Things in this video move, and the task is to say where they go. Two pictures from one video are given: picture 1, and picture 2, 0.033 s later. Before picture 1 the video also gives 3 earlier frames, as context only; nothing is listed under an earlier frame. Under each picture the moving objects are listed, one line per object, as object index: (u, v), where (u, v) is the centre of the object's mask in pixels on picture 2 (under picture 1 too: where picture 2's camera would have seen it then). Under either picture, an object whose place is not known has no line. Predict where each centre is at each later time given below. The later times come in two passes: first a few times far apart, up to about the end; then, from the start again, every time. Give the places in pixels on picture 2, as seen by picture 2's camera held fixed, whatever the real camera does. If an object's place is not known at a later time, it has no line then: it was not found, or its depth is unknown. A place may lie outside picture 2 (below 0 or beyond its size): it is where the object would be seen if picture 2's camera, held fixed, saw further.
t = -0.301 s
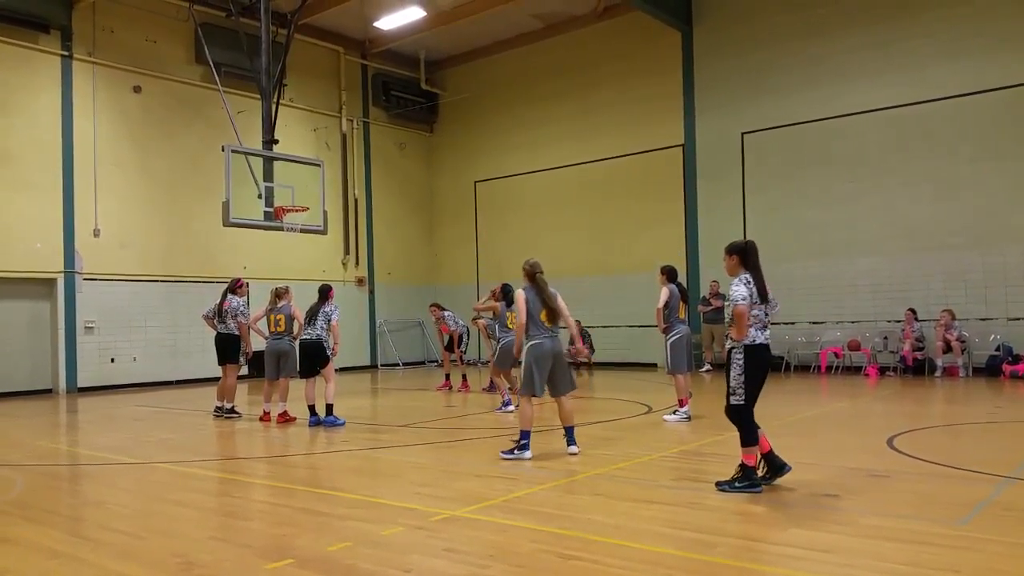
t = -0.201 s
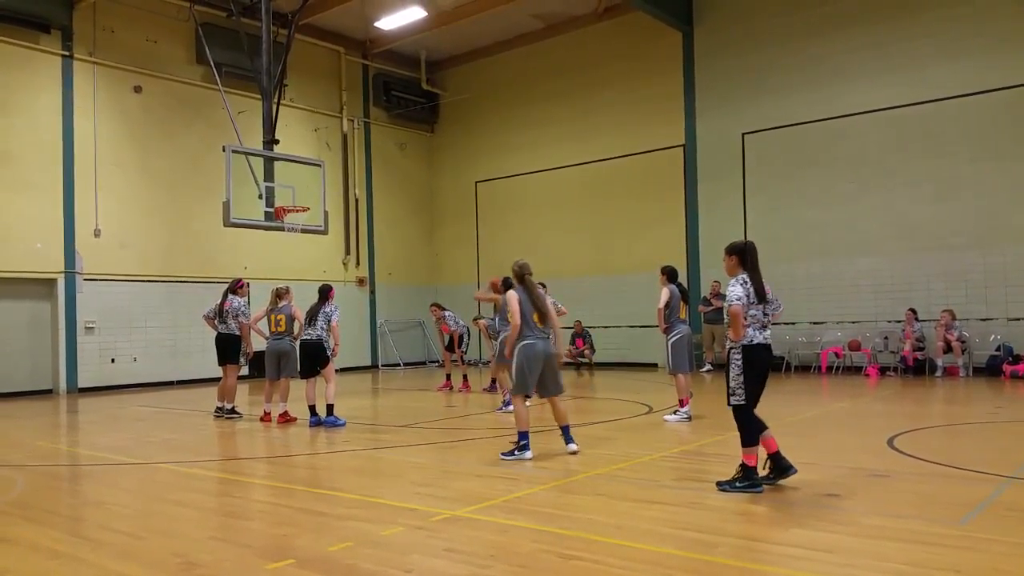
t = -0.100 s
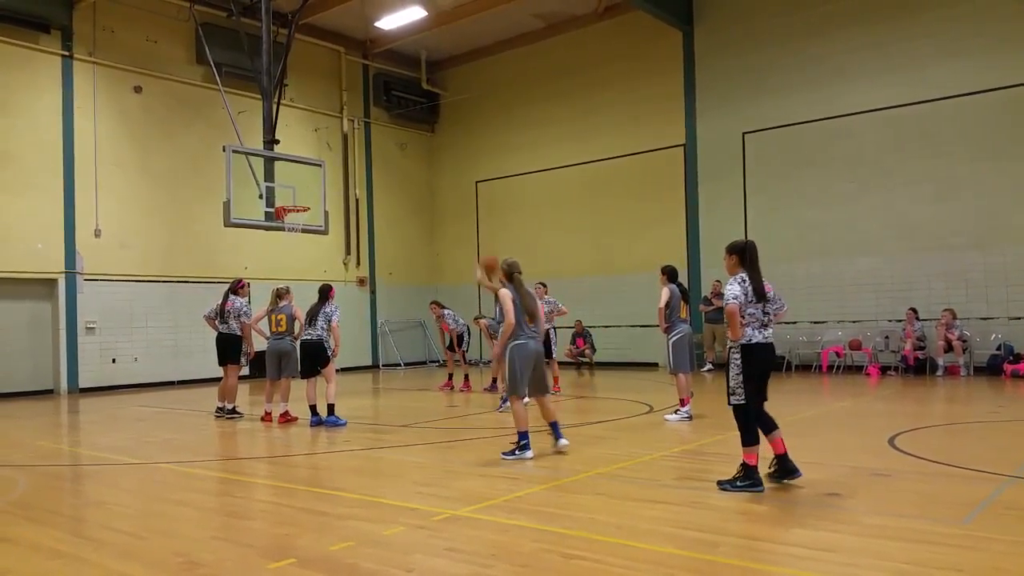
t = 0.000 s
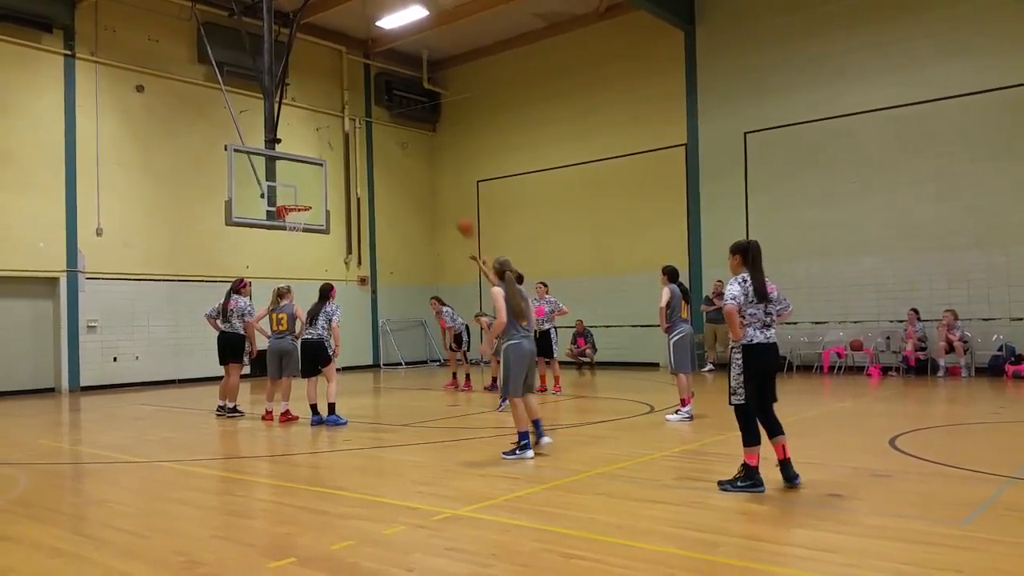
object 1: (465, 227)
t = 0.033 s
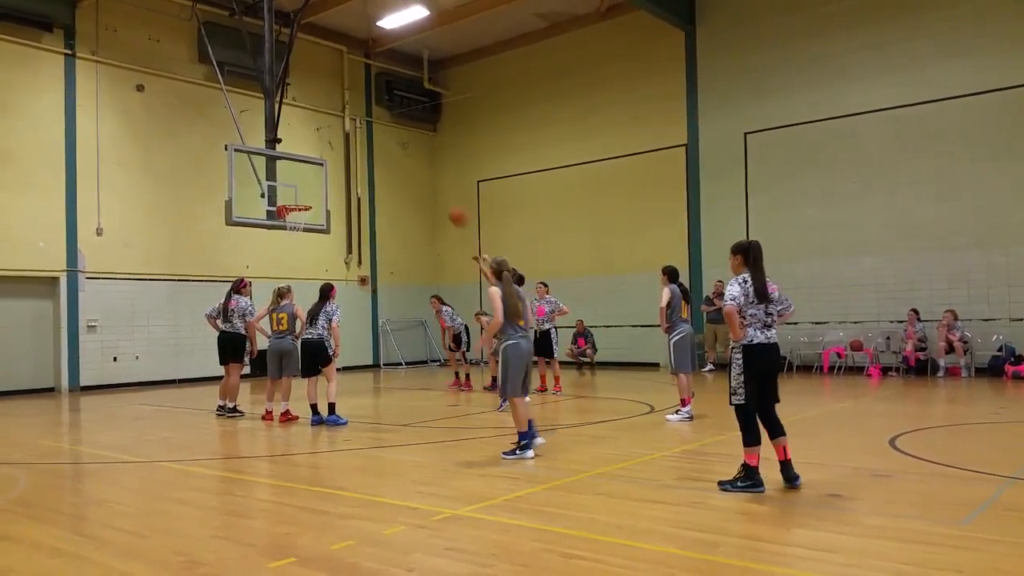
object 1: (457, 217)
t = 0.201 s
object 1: (416, 178)
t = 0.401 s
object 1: (373, 159)
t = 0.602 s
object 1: (336, 167)
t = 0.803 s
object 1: (303, 198)
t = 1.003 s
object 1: (299, 179)
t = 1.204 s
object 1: (310, 173)
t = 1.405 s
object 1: (322, 192)
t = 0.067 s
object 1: (449, 208)
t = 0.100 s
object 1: (440, 199)
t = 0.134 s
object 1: (433, 192)
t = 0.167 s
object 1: (424, 184)
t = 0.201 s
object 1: (416, 178)
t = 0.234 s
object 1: (409, 173)
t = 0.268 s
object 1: (401, 168)
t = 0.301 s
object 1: (394, 165)
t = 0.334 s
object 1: (387, 162)
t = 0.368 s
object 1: (380, 160)
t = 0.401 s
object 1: (373, 159)
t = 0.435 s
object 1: (366, 159)
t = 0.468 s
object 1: (360, 159)
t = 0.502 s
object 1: (354, 160)
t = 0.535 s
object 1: (348, 161)
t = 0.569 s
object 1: (342, 163)
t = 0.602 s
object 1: (336, 167)
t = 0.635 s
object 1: (330, 171)
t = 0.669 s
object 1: (325, 175)
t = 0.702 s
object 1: (320, 179)
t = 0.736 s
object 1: (314, 186)
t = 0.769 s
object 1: (308, 191)
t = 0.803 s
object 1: (303, 198)
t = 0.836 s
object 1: (299, 199)
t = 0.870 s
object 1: (296, 195)
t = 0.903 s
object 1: (294, 190)
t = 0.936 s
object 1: (295, 185)
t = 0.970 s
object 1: (296, 182)
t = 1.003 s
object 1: (299, 179)
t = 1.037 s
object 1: (301, 176)
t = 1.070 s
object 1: (303, 174)
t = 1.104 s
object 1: (304, 173)
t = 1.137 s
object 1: (306, 172)
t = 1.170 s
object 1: (308, 172)
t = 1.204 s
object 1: (310, 173)
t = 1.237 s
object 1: (312, 174)
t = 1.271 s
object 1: (314, 176)
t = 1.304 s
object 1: (316, 179)
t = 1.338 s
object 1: (318, 183)
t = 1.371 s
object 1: (320, 187)
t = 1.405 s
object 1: (322, 192)
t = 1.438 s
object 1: (324, 197)
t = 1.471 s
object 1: (326, 203)
